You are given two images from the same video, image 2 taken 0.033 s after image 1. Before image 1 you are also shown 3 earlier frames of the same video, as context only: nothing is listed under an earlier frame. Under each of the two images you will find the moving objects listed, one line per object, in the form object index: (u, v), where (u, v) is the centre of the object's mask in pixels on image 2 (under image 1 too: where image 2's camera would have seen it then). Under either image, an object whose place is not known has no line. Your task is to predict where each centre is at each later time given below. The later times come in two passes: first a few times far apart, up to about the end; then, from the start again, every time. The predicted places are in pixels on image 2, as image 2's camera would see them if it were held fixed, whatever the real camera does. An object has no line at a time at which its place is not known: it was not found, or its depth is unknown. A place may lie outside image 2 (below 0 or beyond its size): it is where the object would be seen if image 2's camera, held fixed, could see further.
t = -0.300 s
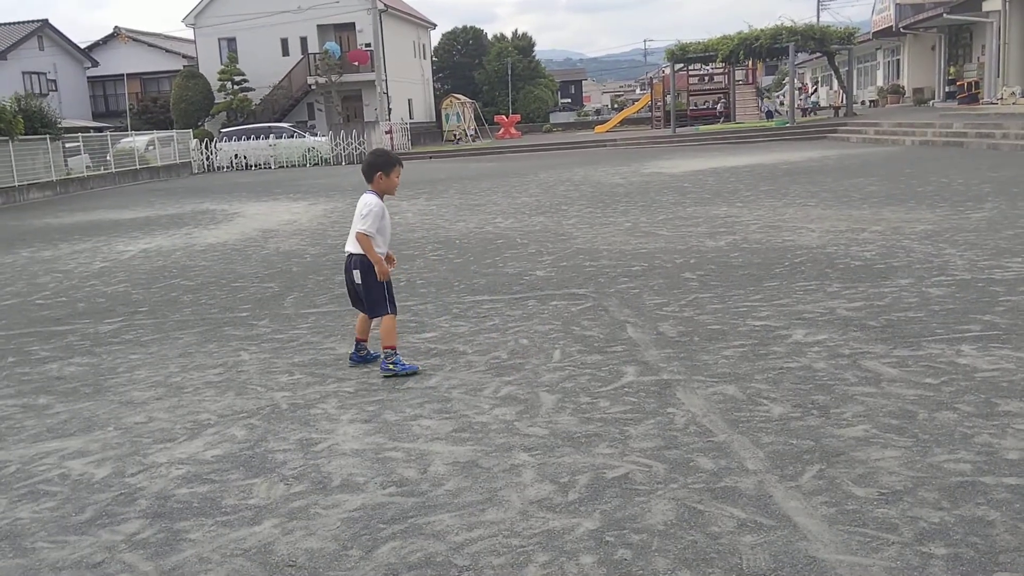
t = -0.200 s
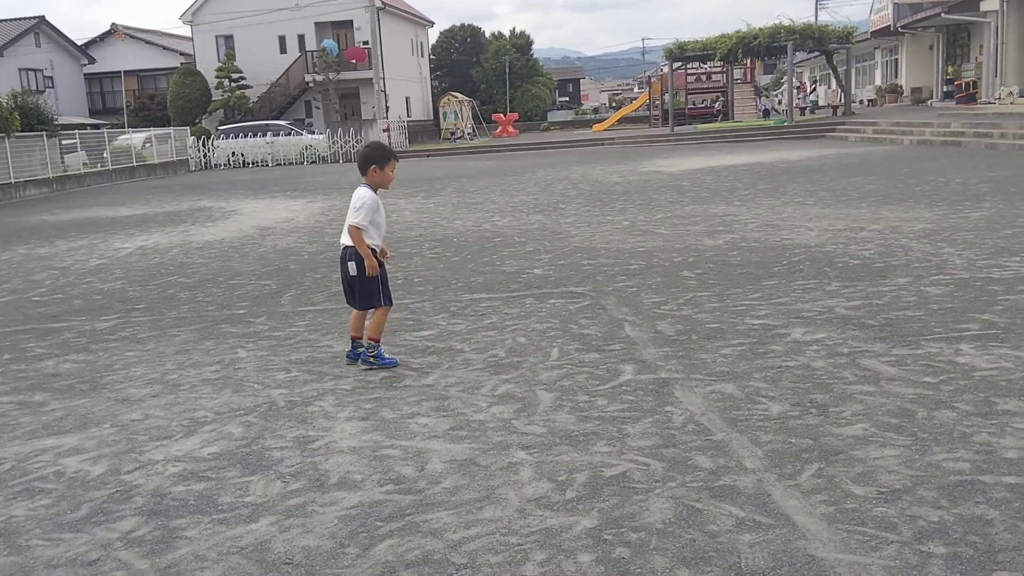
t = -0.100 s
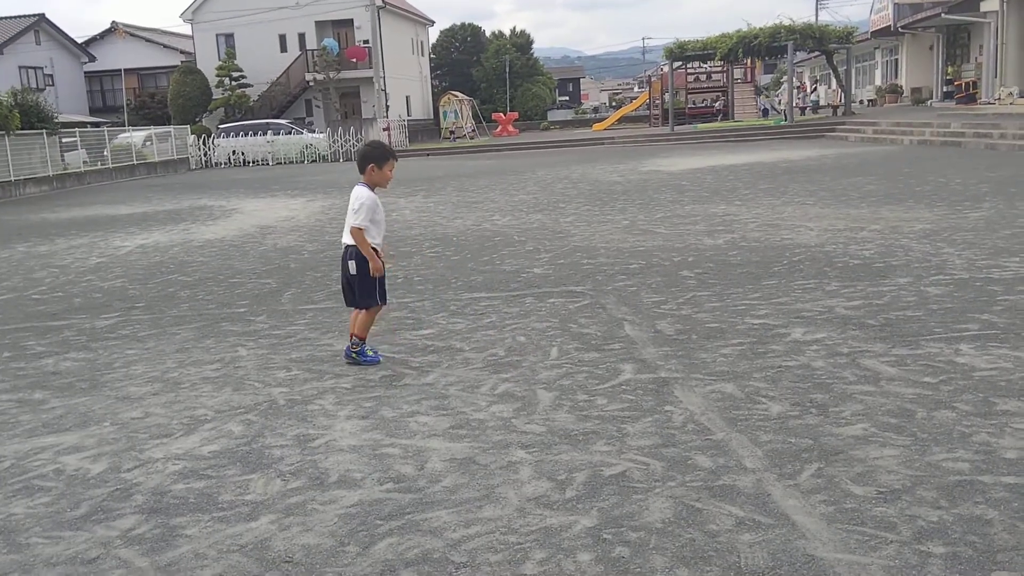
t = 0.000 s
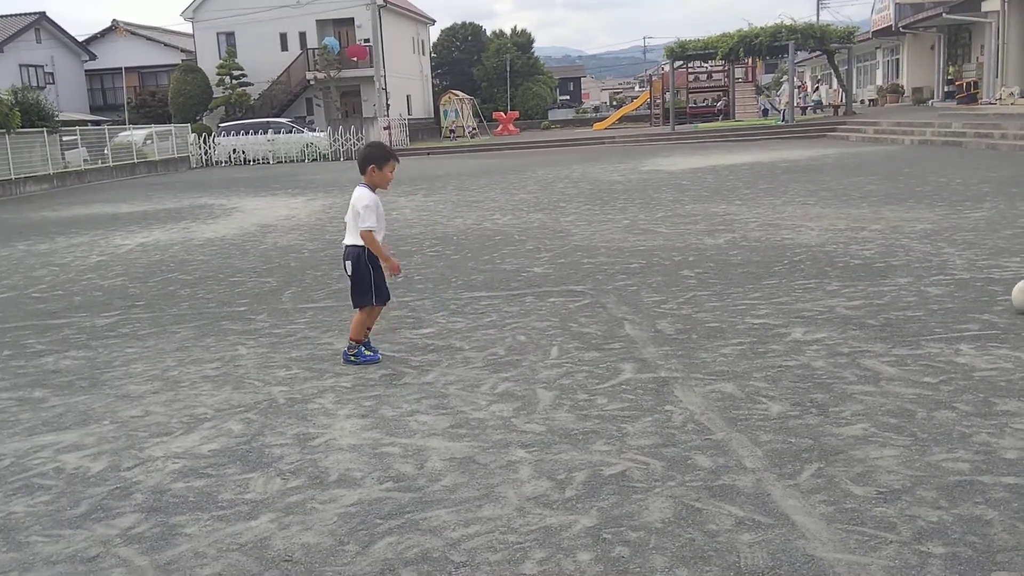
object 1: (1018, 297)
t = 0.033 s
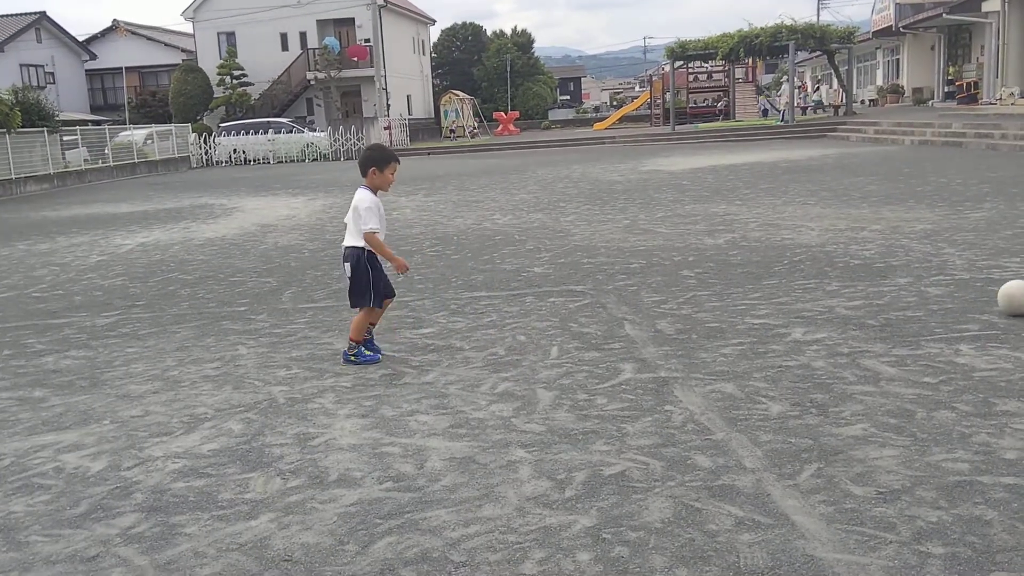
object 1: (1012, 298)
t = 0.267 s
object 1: (917, 306)
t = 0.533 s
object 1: (803, 318)
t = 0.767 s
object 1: (707, 328)
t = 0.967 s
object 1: (625, 337)
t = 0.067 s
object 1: (1003, 299)
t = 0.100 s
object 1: (989, 301)
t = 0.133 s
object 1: (974, 301)
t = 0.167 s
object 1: (959, 304)
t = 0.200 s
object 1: (945, 306)
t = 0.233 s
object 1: (931, 307)
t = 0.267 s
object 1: (917, 306)
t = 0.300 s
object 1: (902, 308)
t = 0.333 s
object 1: (888, 311)
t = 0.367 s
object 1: (873, 311)
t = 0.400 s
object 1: (859, 312)
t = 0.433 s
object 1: (845, 315)
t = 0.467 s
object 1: (831, 316)
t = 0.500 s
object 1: (817, 315)
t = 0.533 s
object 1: (803, 318)
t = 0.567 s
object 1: (790, 321)
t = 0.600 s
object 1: (776, 321)
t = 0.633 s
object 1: (762, 322)
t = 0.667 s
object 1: (748, 325)
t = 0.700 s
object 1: (735, 326)
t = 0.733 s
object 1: (721, 328)
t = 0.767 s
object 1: (707, 328)
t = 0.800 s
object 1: (693, 330)
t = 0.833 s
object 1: (679, 331)
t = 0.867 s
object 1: (665, 332)
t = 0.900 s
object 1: (653, 334)
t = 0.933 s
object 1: (638, 336)
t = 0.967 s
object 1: (625, 337)
